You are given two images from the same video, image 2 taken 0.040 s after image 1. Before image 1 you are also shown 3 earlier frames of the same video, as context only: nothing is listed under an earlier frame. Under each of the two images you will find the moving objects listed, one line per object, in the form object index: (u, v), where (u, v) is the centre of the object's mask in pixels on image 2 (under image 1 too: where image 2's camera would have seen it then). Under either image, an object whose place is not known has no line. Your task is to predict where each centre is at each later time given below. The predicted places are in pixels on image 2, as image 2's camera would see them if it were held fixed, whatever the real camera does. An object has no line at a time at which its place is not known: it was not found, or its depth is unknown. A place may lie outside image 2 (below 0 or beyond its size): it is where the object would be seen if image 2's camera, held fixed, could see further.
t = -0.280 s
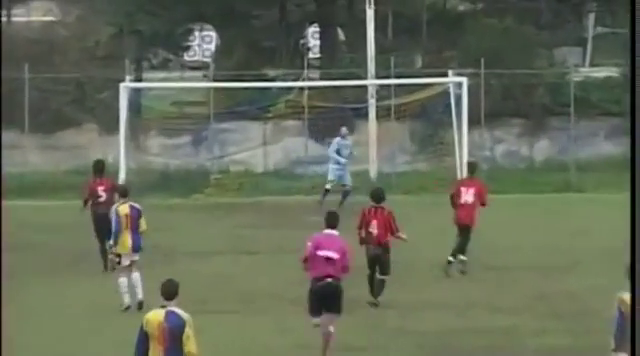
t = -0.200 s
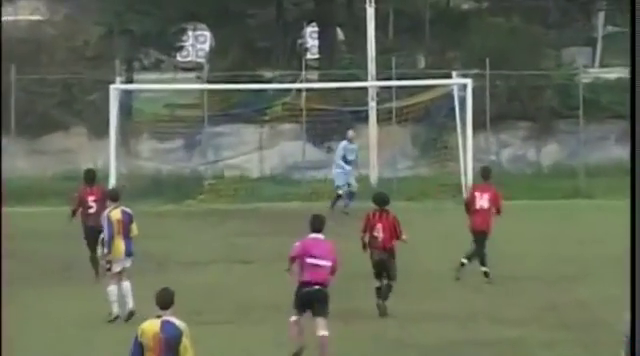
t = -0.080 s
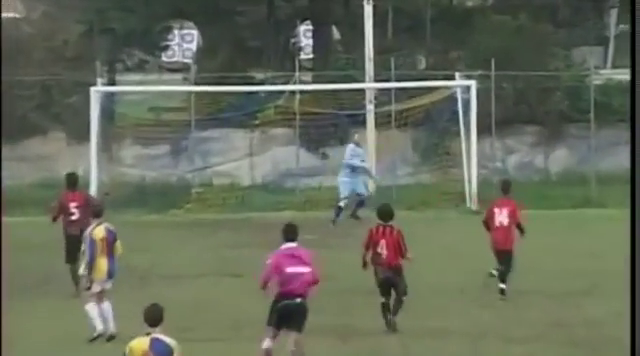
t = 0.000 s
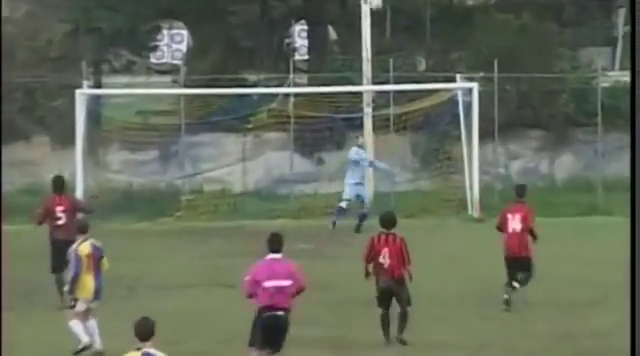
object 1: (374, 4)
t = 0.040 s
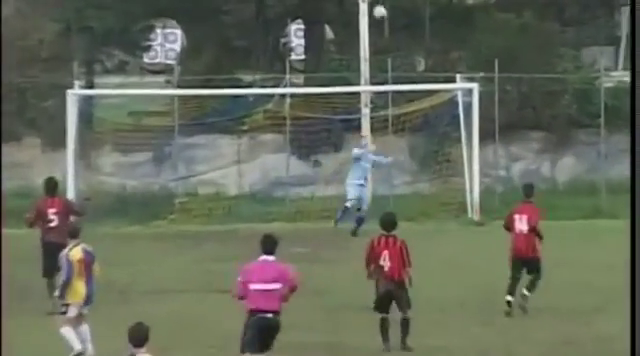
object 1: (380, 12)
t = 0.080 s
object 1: (385, 22)
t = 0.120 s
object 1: (391, 32)
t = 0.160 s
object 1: (396, 43)
